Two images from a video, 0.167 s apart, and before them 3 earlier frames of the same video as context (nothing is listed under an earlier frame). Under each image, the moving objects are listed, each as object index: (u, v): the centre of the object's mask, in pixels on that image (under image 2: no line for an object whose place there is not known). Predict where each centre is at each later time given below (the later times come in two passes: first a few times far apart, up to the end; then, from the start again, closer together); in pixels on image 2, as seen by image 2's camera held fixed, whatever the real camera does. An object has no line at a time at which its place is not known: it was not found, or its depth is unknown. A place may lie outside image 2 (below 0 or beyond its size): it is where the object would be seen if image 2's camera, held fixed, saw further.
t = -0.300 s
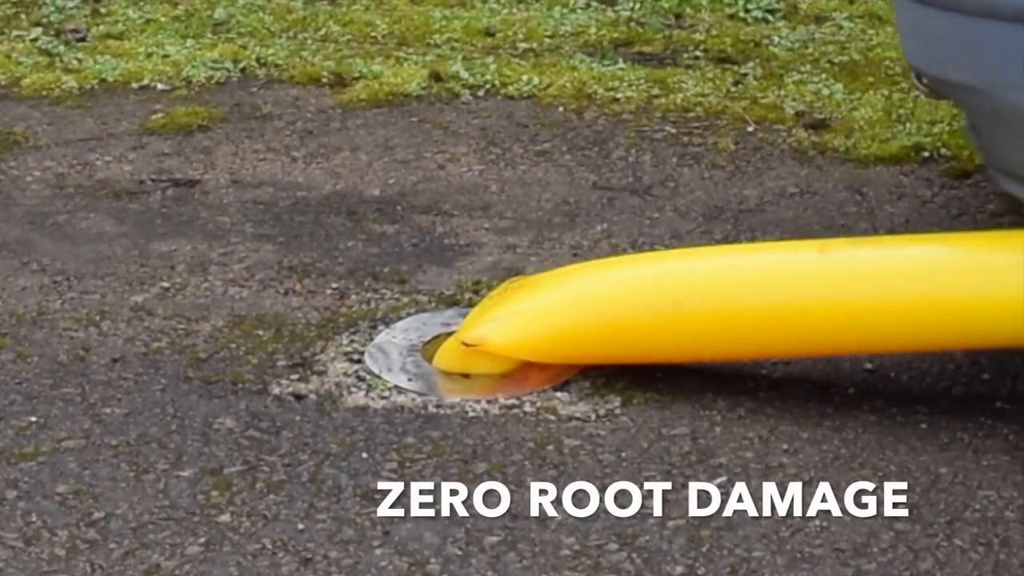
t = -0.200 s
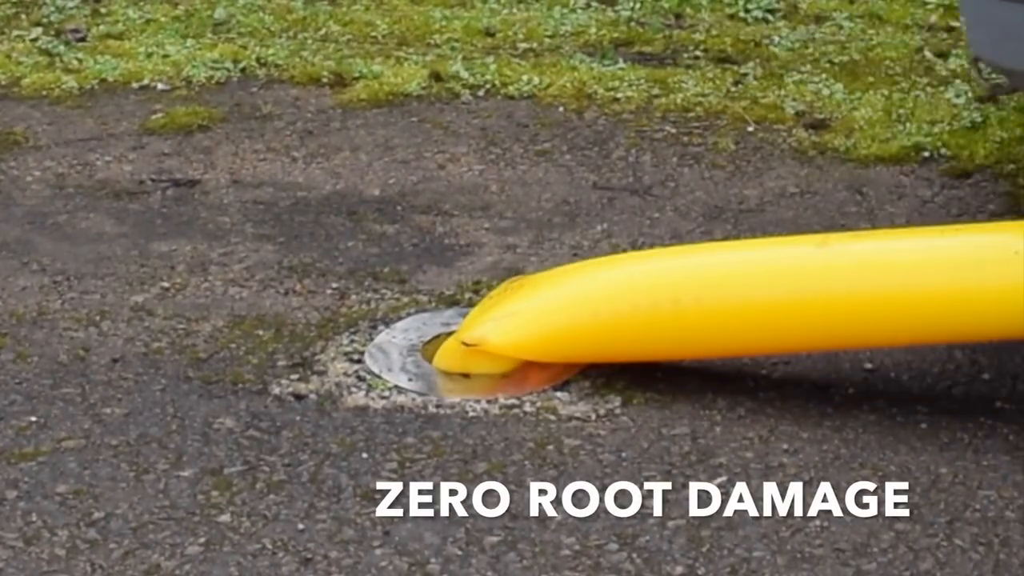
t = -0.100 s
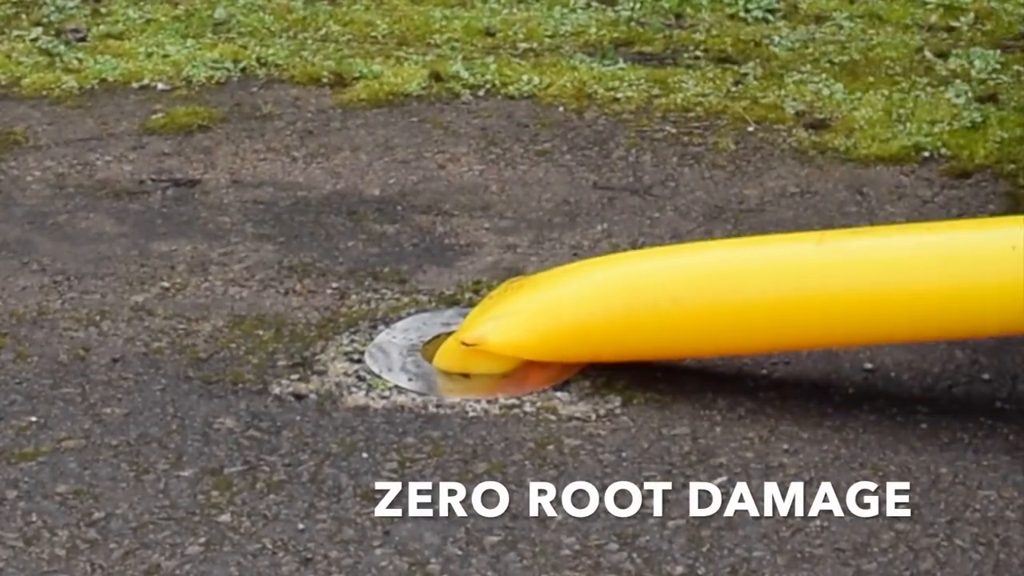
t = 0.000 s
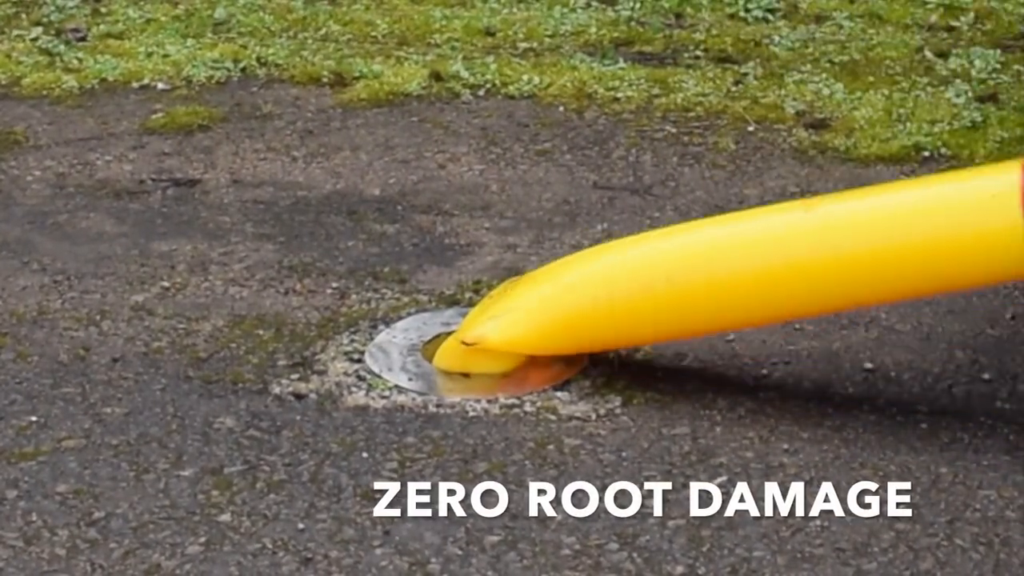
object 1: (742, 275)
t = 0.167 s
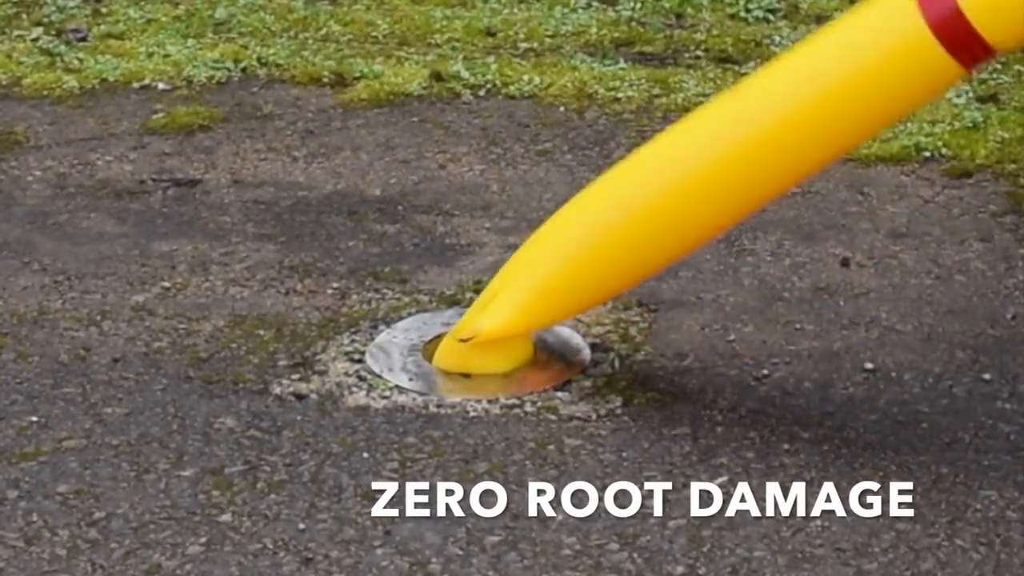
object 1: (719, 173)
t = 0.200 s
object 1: (688, 173)
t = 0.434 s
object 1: (444, 190)
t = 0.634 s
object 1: (504, 192)
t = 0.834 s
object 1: (475, 192)
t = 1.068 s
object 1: (470, 193)
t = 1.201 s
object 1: (476, 193)
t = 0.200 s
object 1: (688, 173)
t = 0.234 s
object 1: (626, 176)
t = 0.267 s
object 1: (572, 179)
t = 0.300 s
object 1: (548, 182)
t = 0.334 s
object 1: (506, 188)
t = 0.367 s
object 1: (465, 189)
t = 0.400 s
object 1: (454, 190)
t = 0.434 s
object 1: (444, 190)
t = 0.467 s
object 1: (454, 190)
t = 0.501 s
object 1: (464, 190)
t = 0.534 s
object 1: (496, 192)
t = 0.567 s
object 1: (512, 191)
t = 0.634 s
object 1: (504, 192)
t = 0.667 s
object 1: (486, 192)
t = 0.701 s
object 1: (472, 192)
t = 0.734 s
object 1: (460, 192)
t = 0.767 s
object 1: (459, 193)
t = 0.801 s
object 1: (462, 193)
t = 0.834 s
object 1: (475, 192)
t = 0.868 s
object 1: (491, 193)
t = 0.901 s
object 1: (496, 192)
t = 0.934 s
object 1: (499, 192)
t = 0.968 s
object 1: (494, 193)
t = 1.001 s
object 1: (490, 193)
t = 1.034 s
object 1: (477, 192)
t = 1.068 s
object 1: (470, 193)
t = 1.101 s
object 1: (468, 193)
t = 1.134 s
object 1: (468, 193)
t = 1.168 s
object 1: (472, 193)
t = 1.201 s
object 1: (476, 193)
